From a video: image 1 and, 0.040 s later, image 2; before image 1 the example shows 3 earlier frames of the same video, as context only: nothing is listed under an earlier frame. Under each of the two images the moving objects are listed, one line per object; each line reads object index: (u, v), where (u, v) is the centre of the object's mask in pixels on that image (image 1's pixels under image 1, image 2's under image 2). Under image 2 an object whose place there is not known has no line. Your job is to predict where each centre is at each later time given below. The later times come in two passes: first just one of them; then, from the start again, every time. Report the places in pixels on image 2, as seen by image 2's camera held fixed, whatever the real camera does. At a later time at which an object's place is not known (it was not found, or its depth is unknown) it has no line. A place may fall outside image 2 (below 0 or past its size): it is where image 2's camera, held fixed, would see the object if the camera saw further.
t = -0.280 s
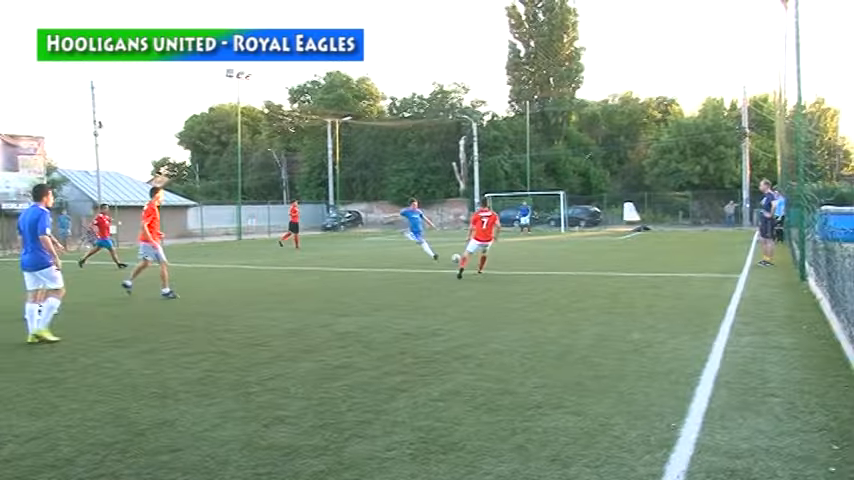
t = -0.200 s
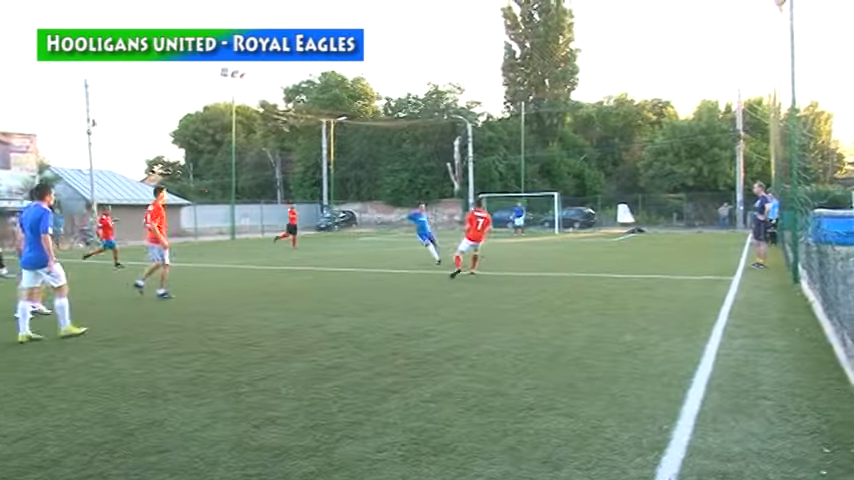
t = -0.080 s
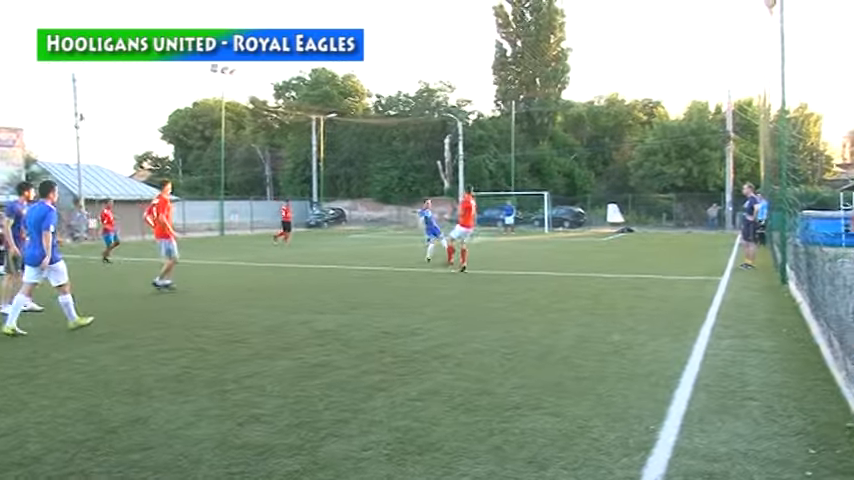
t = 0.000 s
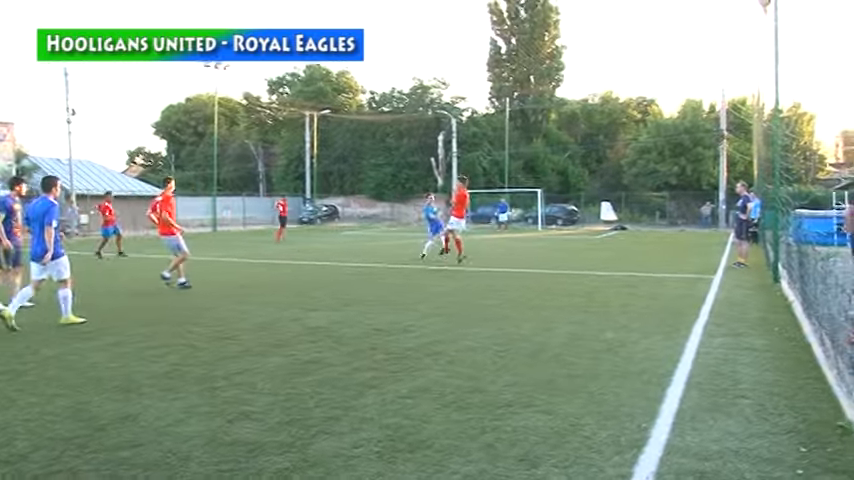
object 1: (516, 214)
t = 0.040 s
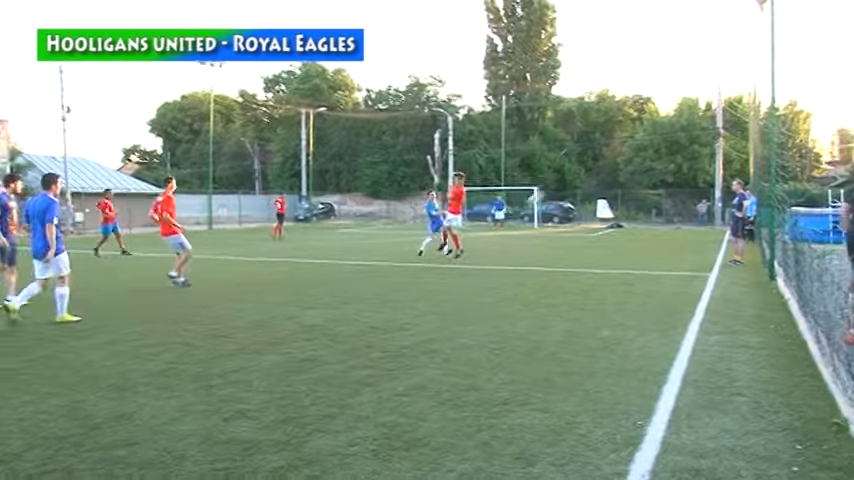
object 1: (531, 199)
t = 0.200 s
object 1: (671, 130)
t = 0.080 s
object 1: (563, 183)
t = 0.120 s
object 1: (594, 168)
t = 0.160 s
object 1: (631, 149)
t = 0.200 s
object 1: (671, 130)
